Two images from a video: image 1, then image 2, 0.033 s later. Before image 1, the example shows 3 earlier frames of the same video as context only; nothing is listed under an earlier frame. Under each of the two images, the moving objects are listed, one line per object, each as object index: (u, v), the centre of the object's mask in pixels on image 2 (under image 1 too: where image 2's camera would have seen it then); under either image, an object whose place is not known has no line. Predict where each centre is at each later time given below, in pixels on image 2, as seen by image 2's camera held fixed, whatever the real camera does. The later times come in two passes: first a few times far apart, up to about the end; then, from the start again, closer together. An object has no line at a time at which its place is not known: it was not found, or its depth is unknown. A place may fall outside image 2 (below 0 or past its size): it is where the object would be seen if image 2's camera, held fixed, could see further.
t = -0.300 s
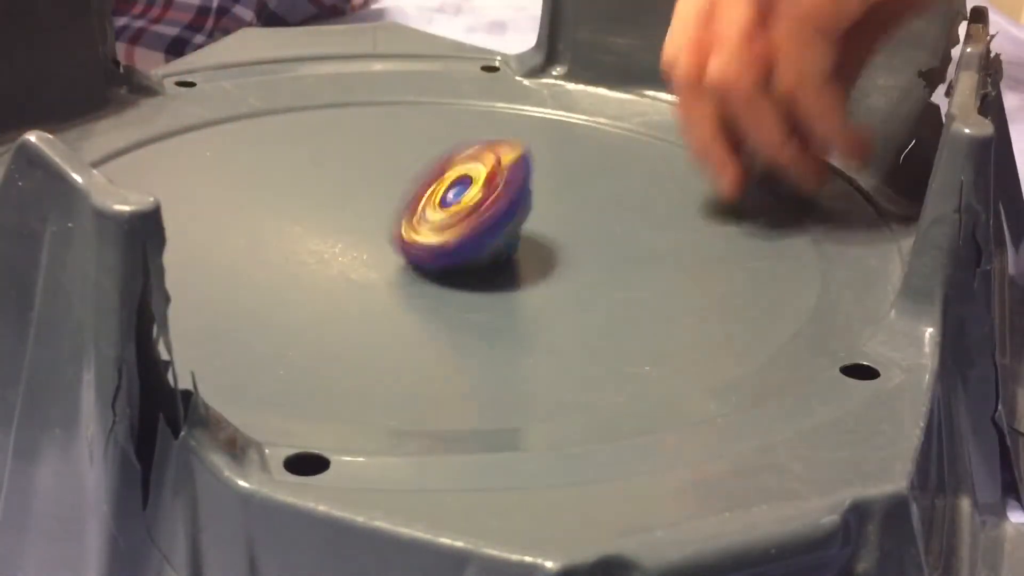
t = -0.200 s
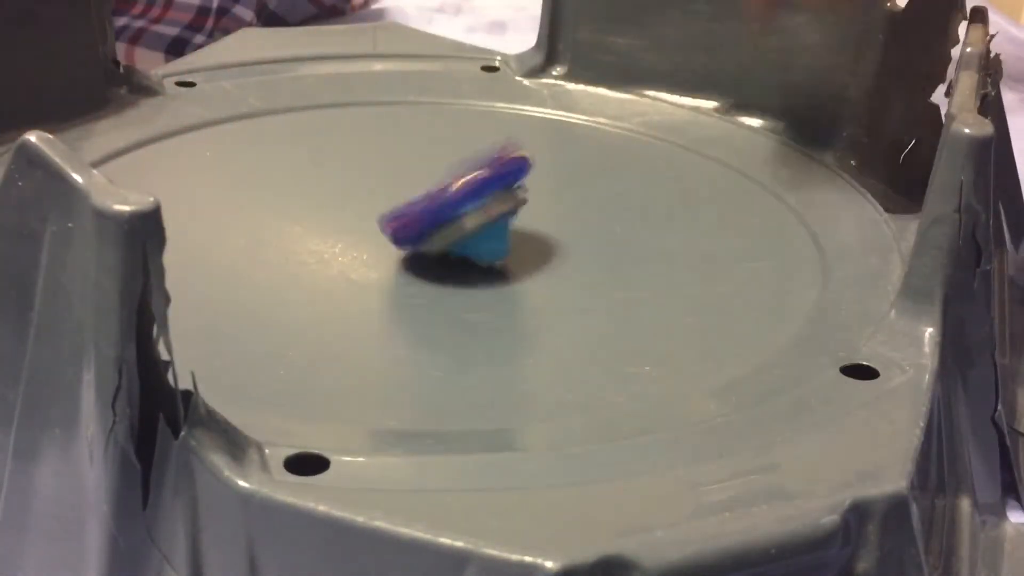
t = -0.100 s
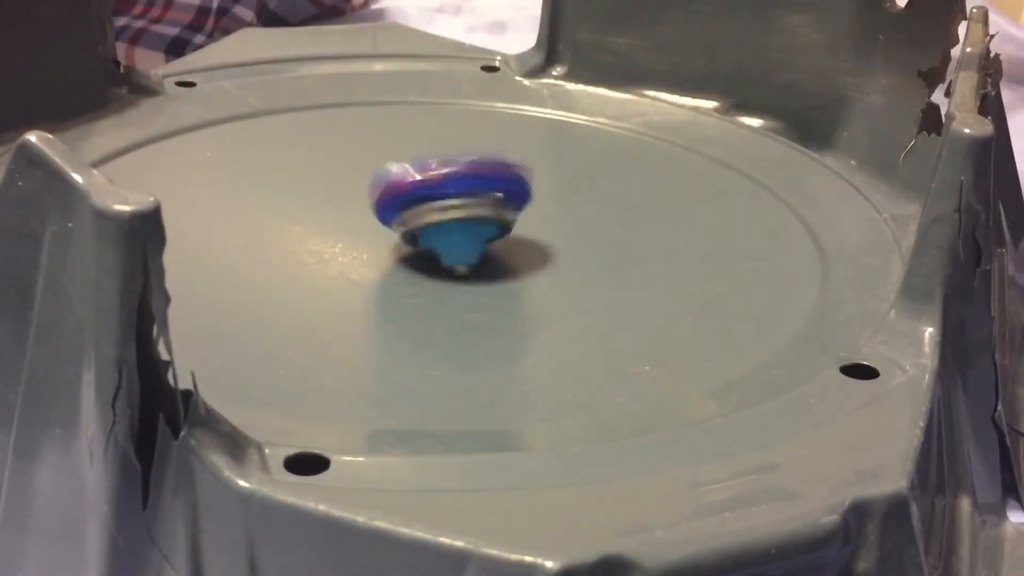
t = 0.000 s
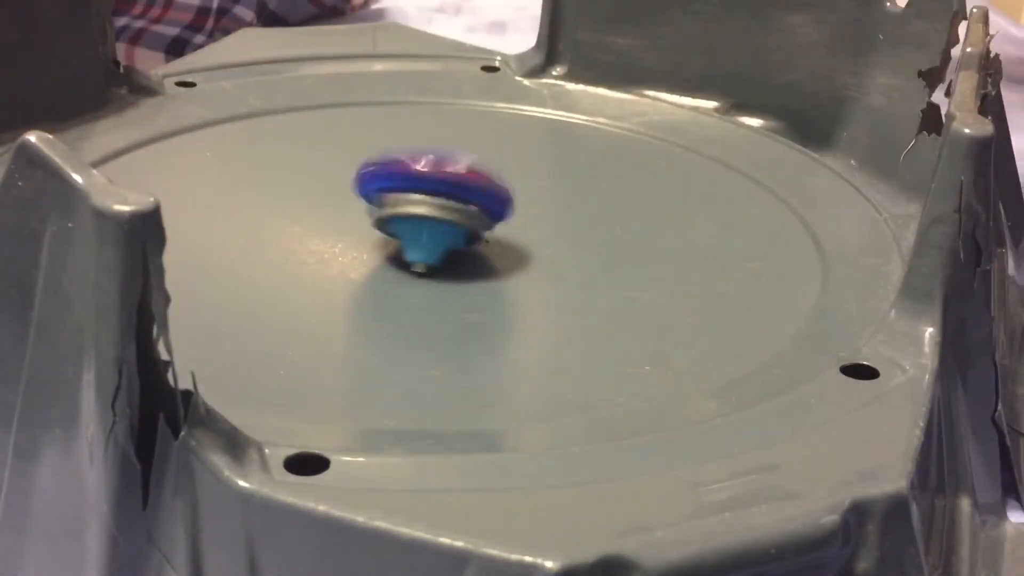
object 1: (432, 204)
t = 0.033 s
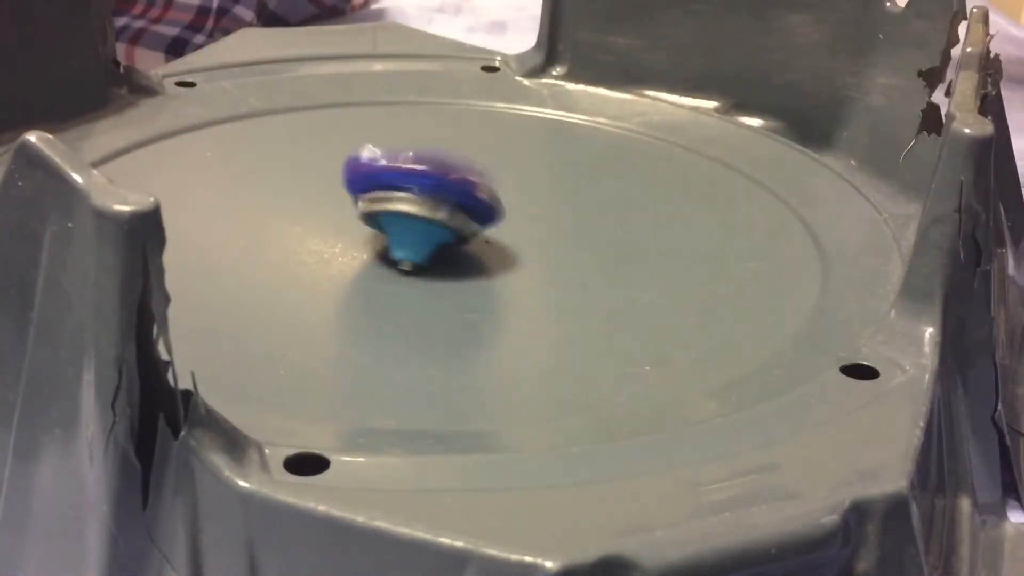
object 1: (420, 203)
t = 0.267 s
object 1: (332, 185)
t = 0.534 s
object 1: (259, 179)
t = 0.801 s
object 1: (306, 188)
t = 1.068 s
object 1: (328, 219)
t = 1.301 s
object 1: (350, 213)
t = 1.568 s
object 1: (328, 187)
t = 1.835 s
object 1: (342, 196)
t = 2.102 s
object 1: (349, 214)
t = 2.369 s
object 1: (355, 209)
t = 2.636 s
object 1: (341, 192)
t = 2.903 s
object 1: (355, 206)
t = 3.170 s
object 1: (351, 213)
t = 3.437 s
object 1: (355, 207)
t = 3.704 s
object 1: (344, 195)
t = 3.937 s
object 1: (355, 205)
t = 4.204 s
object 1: (354, 210)
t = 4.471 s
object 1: (355, 205)
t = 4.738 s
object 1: (346, 197)
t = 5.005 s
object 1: (356, 206)
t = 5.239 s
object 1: (356, 208)
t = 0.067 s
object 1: (409, 202)
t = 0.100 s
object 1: (399, 199)
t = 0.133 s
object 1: (386, 197)
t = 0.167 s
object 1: (368, 194)
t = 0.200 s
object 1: (354, 190)
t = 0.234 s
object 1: (345, 190)
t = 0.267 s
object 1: (332, 185)
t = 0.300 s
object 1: (323, 183)
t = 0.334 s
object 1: (309, 180)
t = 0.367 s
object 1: (297, 178)
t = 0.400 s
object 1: (284, 177)
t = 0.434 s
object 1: (275, 178)
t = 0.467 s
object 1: (270, 179)
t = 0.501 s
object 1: (264, 178)
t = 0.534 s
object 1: (259, 179)
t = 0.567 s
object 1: (257, 181)
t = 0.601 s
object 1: (258, 180)
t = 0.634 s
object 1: (261, 179)
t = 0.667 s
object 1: (266, 180)
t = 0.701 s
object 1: (273, 179)
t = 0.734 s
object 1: (281, 180)
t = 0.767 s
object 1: (292, 182)
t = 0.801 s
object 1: (306, 188)
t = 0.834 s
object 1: (318, 194)
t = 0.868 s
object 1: (327, 202)
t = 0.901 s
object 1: (336, 206)
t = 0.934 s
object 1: (341, 207)
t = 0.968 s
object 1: (342, 212)
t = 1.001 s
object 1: (339, 215)
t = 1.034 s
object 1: (333, 217)
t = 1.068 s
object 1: (328, 219)
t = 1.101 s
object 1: (325, 219)
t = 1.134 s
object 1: (325, 219)
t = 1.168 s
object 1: (326, 219)
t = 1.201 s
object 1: (330, 218)
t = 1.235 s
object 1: (337, 218)
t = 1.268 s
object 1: (344, 214)
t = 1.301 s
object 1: (350, 213)
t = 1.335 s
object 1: (353, 211)
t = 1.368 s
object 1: (353, 206)
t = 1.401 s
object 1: (351, 204)
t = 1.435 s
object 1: (347, 202)
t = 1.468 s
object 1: (342, 196)
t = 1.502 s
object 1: (337, 191)
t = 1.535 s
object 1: (332, 188)
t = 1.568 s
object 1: (328, 187)
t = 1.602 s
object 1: (325, 185)
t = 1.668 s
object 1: (327, 186)
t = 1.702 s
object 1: (329, 186)
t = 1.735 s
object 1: (331, 187)
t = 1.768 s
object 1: (334, 190)
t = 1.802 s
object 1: (337, 191)
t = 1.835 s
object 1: (342, 196)
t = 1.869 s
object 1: (346, 201)
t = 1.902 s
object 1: (349, 204)
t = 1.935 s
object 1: (352, 205)
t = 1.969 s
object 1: (354, 206)
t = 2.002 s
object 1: (354, 208)
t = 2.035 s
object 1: (354, 211)
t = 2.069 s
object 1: (352, 213)
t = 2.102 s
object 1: (349, 214)
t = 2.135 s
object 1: (347, 215)
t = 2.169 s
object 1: (345, 216)
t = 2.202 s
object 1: (345, 216)
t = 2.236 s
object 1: (346, 216)
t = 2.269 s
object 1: (348, 215)
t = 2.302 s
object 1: (351, 214)
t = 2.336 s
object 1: (353, 210)
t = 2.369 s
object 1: (355, 209)
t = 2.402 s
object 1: (355, 207)
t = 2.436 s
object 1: (354, 205)
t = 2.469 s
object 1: (352, 204)
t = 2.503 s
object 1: (350, 203)
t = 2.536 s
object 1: (348, 202)
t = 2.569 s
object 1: (344, 197)
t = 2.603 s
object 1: (342, 194)
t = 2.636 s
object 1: (341, 192)
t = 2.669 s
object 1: (341, 192)
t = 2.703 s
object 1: (341, 193)
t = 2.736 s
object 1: (343, 195)
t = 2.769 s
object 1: (346, 198)
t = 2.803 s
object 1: (350, 203)
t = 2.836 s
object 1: (352, 204)
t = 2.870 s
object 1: (354, 204)
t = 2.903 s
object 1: (355, 206)
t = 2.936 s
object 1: (355, 207)
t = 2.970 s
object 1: (355, 208)
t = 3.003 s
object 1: (354, 210)
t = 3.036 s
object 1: (354, 212)
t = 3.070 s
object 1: (352, 212)
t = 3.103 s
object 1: (352, 213)
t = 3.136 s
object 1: (351, 213)
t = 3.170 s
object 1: (351, 213)
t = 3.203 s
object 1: (351, 213)
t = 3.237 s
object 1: (351, 213)
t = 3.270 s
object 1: (352, 212)
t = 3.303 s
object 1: (353, 211)
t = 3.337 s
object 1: (354, 210)
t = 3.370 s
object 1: (355, 211)
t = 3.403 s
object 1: (356, 209)
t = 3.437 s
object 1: (355, 207)
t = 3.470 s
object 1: (355, 206)
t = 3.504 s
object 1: (354, 204)
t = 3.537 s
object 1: (352, 203)
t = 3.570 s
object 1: (351, 203)
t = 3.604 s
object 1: (349, 202)
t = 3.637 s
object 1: (346, 197)
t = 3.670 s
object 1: (345, 197)
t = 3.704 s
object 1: (344, 195)
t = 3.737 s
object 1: (344, 195)
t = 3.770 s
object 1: (345, 197)
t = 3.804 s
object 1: (348, 201)
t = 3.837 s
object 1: (350, 203)
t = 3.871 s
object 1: (352, 203)
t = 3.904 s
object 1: (354, 204)
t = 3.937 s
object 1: (355, 205)
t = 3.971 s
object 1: (356, 206)
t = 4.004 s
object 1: (356, 207)
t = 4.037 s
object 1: (356, 208)
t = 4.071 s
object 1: (355, 209)
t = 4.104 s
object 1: (355, 210)
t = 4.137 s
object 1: (354, 210)
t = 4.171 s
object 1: (354, 210)
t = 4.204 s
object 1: (354, 210)
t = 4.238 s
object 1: (354, 210)
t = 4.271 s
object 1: (354, 211)
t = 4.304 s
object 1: (355, 211)
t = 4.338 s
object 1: (355, 210)
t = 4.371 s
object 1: (356, 208)
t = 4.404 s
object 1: (356, 207)
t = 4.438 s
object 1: (356, 206)
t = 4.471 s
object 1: (355, 205)
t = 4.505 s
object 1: (354, 204)
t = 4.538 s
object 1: (353, 204)
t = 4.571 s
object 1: (351, 203)
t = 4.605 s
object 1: (349, 202)
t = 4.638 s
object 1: (347, 198)
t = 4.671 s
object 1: (346, 197)
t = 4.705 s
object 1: (346, 197)
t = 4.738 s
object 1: (346, 197)
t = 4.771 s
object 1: (347, 198)
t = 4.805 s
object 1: (349, 201)
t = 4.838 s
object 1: (350, 201)
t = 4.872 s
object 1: (353, 204)
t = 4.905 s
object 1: (354, 204)
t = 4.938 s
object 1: (355, 205)
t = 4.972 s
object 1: (356, 206)
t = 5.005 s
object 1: (356, 206)
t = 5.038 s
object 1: (356, 207)
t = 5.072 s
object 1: (356, 207)
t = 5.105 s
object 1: (356, 208)
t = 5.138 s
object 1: (356, 208)
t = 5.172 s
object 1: (356, 208)
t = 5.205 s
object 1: (356, 208)
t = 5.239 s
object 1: (356, 208)
